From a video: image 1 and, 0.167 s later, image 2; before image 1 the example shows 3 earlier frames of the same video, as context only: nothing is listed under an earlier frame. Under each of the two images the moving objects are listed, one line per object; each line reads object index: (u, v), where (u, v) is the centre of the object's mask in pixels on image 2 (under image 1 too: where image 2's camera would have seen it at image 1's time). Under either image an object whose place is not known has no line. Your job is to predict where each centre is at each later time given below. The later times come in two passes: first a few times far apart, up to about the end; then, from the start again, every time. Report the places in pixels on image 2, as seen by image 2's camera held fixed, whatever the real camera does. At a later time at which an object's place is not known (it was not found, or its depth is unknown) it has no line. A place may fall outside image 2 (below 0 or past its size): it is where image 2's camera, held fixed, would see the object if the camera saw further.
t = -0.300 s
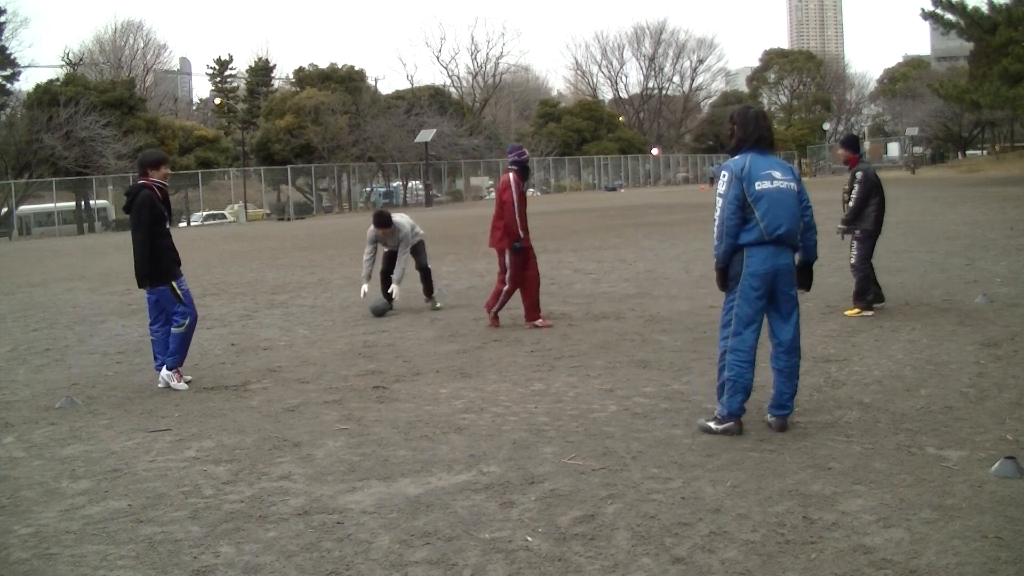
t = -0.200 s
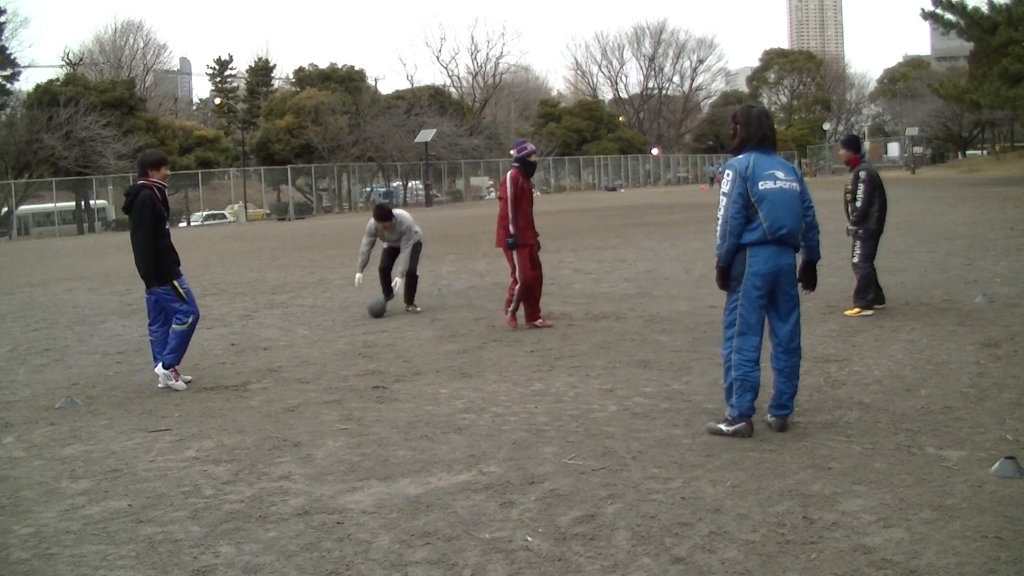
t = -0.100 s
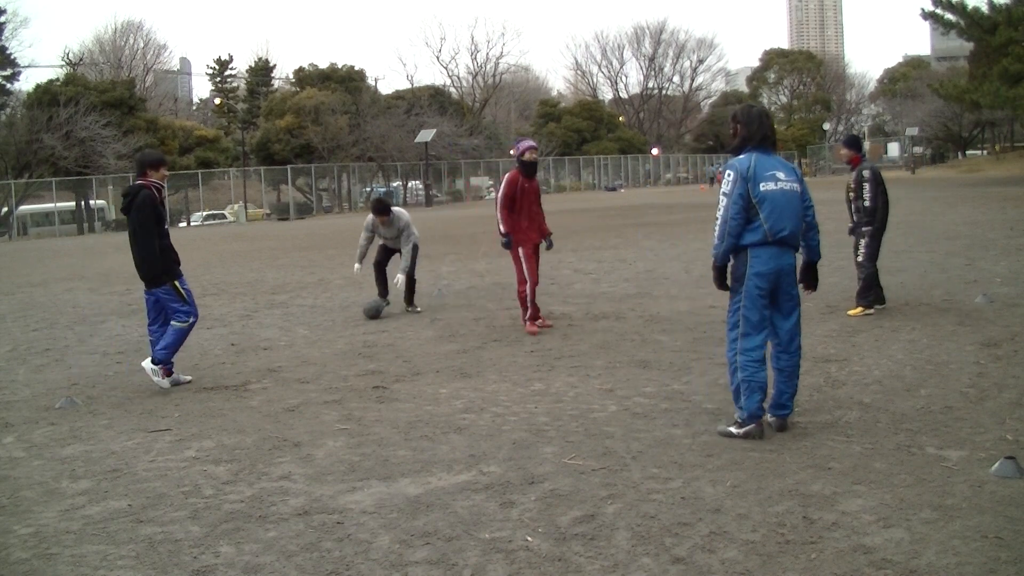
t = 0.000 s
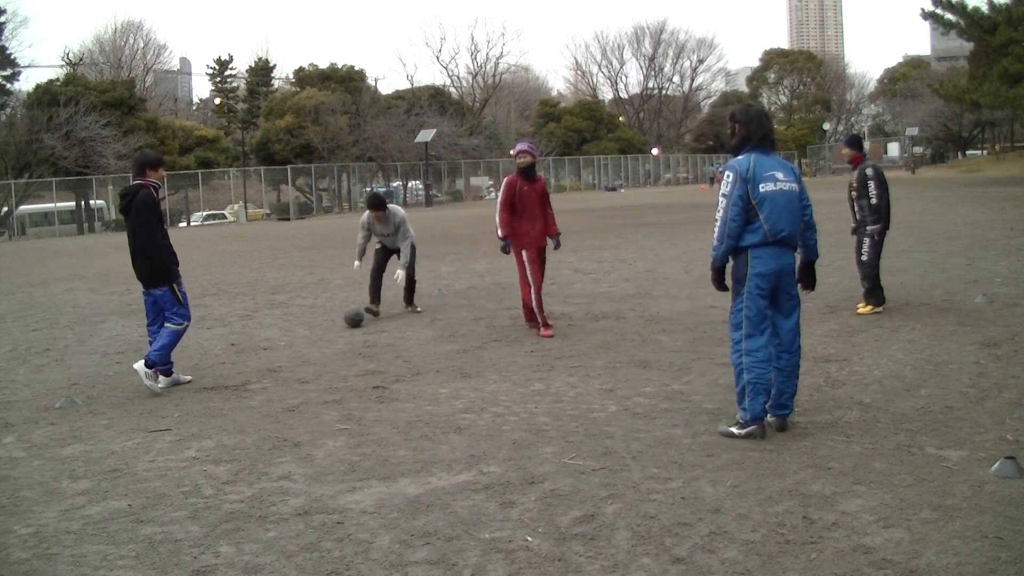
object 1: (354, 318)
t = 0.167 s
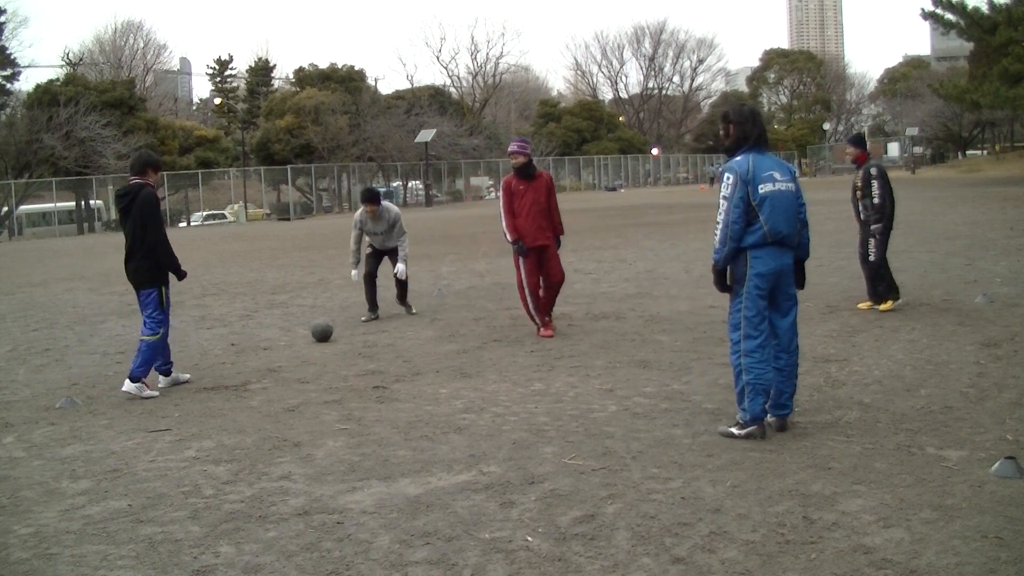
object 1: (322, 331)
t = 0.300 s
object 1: (299, 339)
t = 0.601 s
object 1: (247, 360)
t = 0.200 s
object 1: (316, 333)
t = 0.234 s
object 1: (310, 335)
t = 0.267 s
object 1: (304, 337)
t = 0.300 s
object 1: (299, 339)
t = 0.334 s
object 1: (294, 341)
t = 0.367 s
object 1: (288, 343)
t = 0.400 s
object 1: (283, 346)
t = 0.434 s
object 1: (277, 347)
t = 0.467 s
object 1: (271, 350)
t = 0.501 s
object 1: (265, 352)
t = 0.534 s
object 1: (260, 355)
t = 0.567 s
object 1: (253, 357)
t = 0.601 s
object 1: (247, 360)
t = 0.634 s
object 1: (241, 363)
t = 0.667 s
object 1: (234, 365)
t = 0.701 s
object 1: (228, 368)
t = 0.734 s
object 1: (221, 371)
